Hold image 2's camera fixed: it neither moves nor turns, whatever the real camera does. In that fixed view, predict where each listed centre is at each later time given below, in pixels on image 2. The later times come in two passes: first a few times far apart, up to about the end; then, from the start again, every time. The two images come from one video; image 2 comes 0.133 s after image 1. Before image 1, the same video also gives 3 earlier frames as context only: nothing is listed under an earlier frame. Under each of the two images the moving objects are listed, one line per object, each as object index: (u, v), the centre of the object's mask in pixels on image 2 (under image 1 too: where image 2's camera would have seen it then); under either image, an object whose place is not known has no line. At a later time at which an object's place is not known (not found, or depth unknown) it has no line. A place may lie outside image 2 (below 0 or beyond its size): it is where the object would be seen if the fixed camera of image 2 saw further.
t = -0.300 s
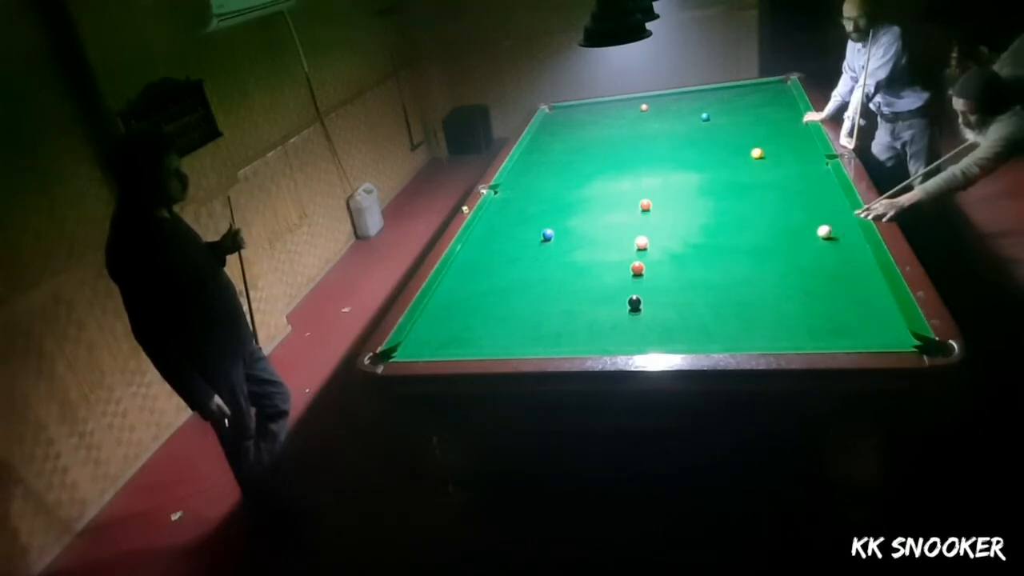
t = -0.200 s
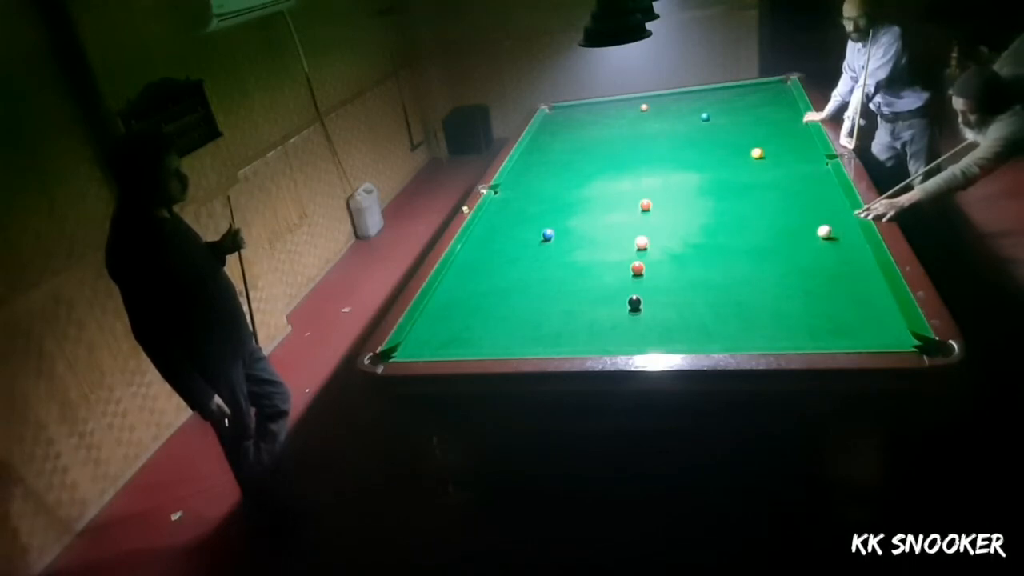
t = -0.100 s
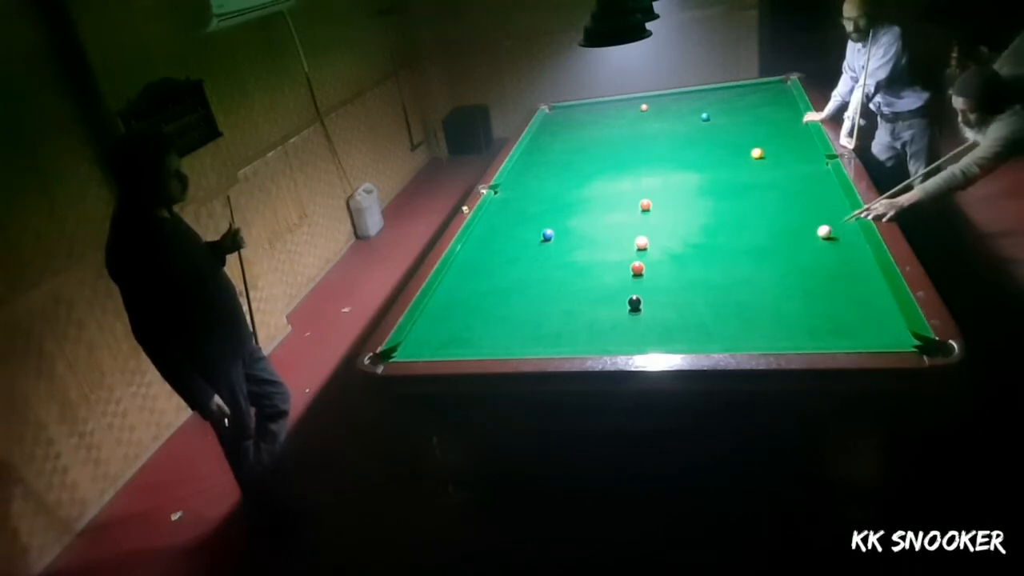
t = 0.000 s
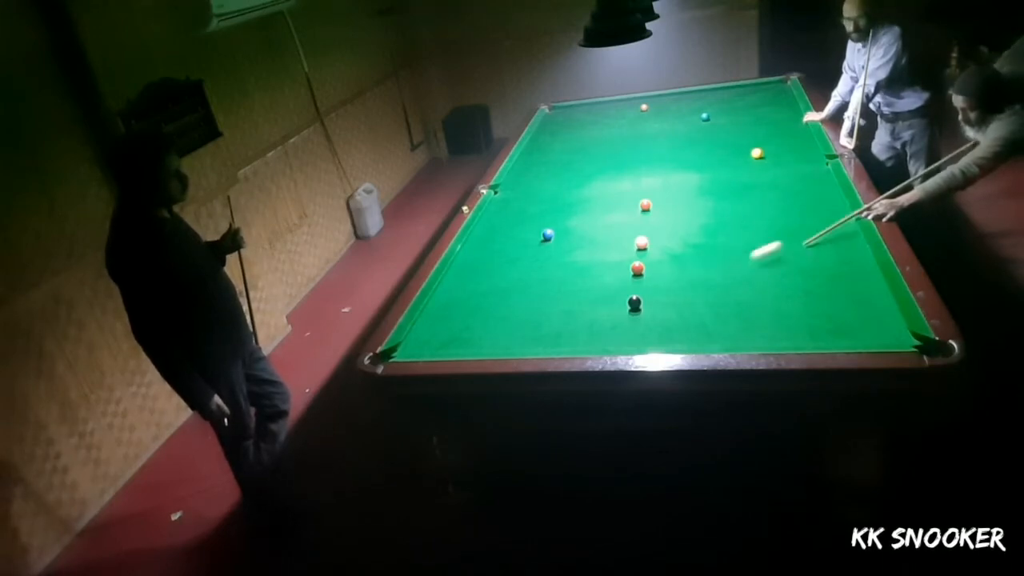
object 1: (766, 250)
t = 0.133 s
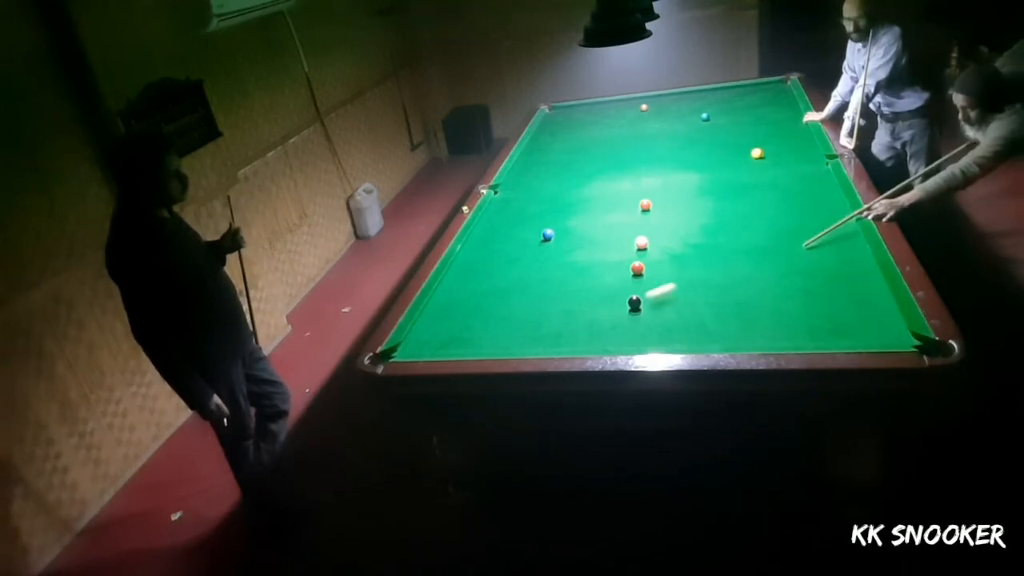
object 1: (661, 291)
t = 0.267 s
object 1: (649, 315)
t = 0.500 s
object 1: (644, 340)
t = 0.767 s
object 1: (654, 317)
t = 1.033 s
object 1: (662, 296)
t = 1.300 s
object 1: (669, 278)
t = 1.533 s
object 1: (675, 264)
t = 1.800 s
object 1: (682, 248)
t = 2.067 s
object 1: (688, 236)
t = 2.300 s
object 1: (692, 227)
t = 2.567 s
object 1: (696, 218)
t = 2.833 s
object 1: (699, 209)
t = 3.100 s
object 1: (703, 202)
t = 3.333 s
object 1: (705, 197)
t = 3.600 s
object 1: (708, 191)
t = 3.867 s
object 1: (710, 187)
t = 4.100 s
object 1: (710, 183)
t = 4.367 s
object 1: (711, 180)
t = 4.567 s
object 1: (712, 178)
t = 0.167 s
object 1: (649, 301)
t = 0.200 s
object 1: (649, 306)
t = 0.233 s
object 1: (649, 310)
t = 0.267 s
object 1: (649, 315)
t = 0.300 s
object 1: (648, 319)
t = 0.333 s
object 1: (647, 325)
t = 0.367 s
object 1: (646, 329)
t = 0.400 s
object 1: (645, 334)
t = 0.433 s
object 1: (644, 338)
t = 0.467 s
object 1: (643, 341)
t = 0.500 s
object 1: (644, 340)
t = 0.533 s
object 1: (645, 338)
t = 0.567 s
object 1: (647, 335)
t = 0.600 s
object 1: (648, 332)
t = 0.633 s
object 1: (649, 329)
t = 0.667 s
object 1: (650, 326)
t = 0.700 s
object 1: (651, 323)
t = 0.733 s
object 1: (653, 320)
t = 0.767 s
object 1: (654, 317)
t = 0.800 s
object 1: (655, 314)
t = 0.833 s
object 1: (656, 312)
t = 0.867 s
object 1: (657, 309)
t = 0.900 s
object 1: (658, 306)
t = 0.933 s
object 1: (659, 304)
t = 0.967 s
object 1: (660, 301)
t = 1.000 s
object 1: (661, 298)
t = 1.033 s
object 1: (662, 296)
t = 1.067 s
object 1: (663, 293)
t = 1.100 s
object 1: (664, 291)
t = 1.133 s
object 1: (665, 289)
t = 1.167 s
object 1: (666, 286)
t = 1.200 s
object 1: (667, 284)
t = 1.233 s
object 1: (668, 282)
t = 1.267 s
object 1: (668, 280)
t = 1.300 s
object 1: (669, 278)
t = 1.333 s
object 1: (670, 275)
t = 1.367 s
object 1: (671, 273)
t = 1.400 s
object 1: (672, 271)
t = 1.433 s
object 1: (673, 269)
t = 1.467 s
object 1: (673, 267)
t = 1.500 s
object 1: (674, 266)
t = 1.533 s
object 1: (675, 264)
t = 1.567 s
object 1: (676, 262)
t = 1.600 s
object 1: (678, 258)
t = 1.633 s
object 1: (678, 256)
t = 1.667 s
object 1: (679, 255)
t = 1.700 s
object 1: (680, 253)
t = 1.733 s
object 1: (680, 251)
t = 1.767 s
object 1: (681, 250)
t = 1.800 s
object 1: (682, 248)
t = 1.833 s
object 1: (682, 247)
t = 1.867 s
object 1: (683, 245)
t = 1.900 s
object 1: (684, 243)
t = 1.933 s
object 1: (685, 242)
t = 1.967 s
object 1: (686, 240)
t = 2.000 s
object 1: (686, 239)
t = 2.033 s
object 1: (687, 238)
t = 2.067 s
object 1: (688, 236)
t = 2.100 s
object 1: (688, 235)
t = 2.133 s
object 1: (689, 233)
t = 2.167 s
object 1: (689, 232)
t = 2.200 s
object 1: (690, 231)
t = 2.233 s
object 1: (690, 229)
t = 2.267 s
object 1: (691, 228)
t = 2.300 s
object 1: (692, 227)
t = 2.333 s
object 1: (692, 226)
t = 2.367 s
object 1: (693, 224)
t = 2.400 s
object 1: (693, 223)
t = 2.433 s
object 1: (694, 222)
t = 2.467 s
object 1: (694, 221)
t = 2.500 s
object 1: (695, 220)
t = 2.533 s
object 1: (696, 219)
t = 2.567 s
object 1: (696, 218)
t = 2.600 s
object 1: (697, 216)
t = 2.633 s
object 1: (697, 216)
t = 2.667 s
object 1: (697, 214)
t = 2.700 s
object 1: (698, 213)
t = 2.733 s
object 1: (698, 212)
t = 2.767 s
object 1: (699, 211)
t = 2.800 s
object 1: (699, 210)
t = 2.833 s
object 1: (699, 209)
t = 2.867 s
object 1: (700, 208)
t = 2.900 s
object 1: (701, 207)
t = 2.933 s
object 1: (701, 206)
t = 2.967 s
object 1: (701, 205)
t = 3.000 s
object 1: (702, 205)
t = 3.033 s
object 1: (702, 204)
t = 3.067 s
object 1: (702, 203)
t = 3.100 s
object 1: (703, 202)
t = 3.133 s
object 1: (703, 201)
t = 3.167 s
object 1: (704, 201)
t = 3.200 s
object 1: (704, 200)
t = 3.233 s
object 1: (704, 199)
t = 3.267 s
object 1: (704, 198)
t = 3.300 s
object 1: (705, 198)
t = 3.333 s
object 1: (705, 197)
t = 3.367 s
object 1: (706, 196)
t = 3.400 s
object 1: (706, 195)
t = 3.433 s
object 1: (706, 195)
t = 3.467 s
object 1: (706, 194)
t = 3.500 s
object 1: (707, 193)
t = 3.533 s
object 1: (707, 193)
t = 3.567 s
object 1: (707, 192)
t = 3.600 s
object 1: (708, 191)
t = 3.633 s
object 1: (708, 191)
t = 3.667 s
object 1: (708, 190)
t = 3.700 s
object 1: (708, 190)
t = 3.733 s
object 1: (709, 189)
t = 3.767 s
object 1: (709, 188)
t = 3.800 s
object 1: (709, 188)
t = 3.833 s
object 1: (709, 187)
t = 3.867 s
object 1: (710, 187)
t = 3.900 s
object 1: (710, 186)
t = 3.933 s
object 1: (710, 186)
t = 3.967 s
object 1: (710, 185)
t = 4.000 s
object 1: (710, 185)
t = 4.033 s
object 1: (710, 184)
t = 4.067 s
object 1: (710, 183)
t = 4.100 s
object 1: (710, 183)
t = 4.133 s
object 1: (711, 182)
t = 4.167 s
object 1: (710, 182)
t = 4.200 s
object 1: (711, 182)
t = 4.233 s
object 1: (711, 182)
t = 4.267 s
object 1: (711, 181)
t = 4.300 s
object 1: (711, 181)
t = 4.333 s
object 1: (711, 180)
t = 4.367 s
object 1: (711, 180)
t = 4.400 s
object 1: (711, 179)
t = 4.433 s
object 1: (712, 179)
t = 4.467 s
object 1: (712, 179)
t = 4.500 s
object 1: (712, 179)
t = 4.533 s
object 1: (712, 178)
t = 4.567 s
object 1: (712, 178)
